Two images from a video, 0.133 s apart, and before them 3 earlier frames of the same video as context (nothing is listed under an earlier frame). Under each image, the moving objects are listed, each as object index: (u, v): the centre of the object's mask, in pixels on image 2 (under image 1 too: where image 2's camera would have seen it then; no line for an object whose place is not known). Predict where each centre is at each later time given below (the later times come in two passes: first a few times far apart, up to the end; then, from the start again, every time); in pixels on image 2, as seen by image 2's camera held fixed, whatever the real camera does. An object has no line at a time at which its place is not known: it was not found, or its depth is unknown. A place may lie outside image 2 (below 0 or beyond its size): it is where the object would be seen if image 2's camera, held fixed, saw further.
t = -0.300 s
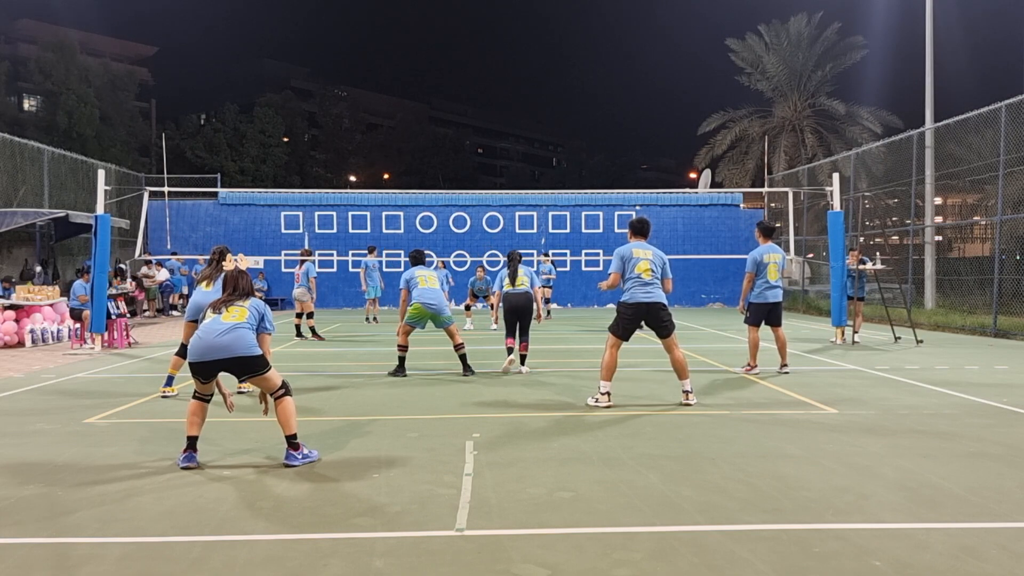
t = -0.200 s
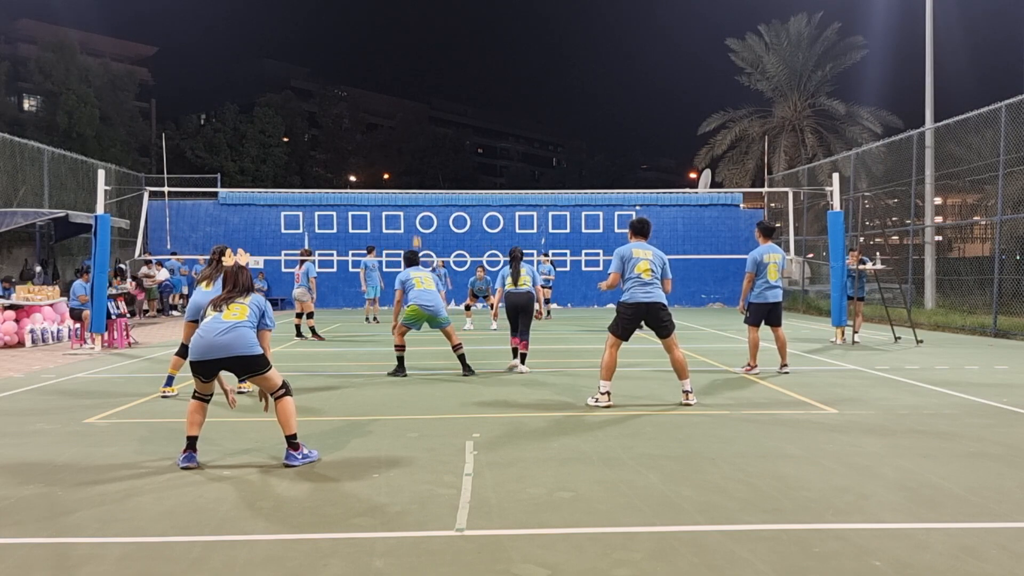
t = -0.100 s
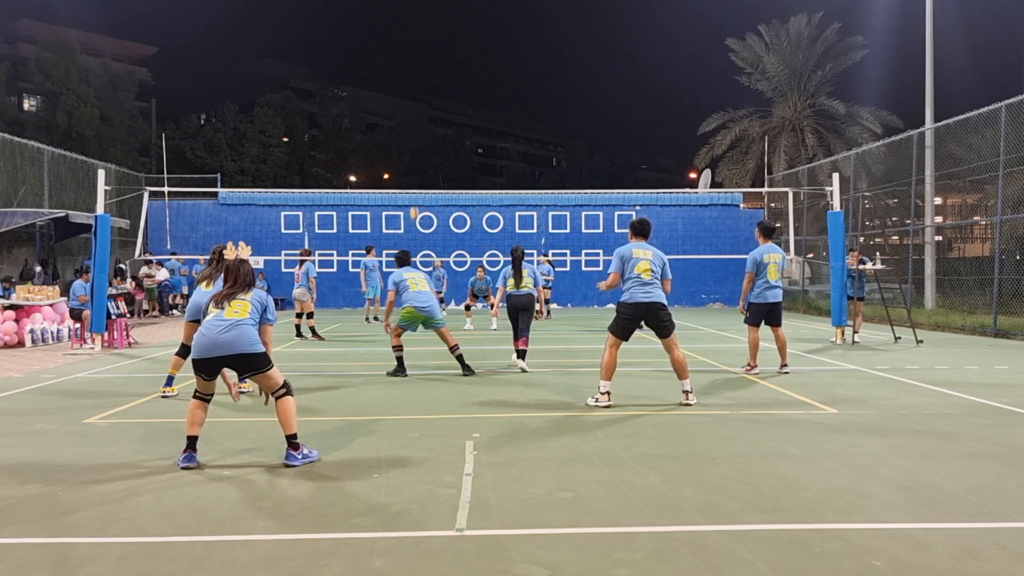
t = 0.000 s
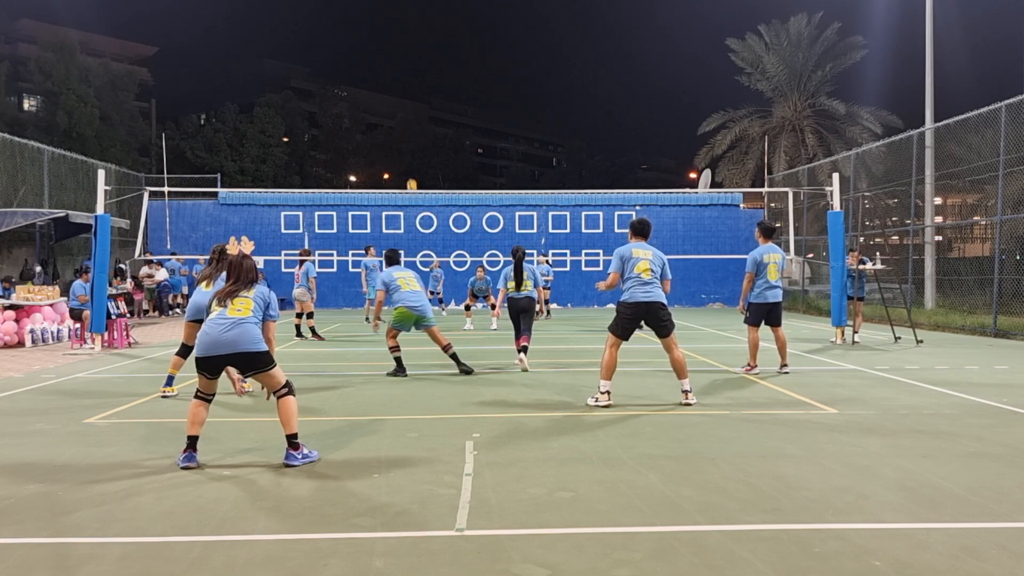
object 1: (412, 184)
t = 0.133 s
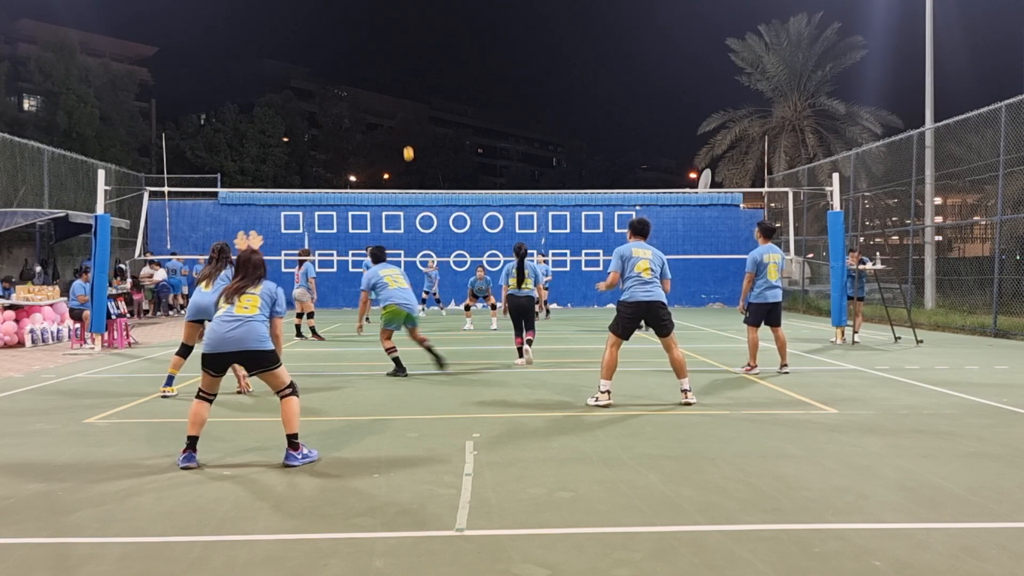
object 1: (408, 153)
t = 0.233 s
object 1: (405, 132)
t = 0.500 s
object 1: (397, 90)
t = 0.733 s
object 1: (388, 79)
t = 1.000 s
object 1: (376, 110)
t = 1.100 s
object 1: (370, 137)
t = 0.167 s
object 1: (407, 146)
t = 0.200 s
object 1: (406, 139)
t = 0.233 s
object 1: (405, 132)
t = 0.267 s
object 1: (404, 125)
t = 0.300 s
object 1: (404, 119)
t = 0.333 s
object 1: (402, 114)
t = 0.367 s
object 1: (402, 108)
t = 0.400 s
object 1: (401, 103)
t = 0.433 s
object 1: (400, 98)
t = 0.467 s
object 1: (399, 94)
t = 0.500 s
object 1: (397, 90)
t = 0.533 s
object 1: (396, 87)
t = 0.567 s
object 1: (395, 84)
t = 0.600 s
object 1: (394, 82)
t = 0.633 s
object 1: (392, 80)
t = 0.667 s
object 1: (391, 79)
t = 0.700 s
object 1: (390, 79)
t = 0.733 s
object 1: (388, 79)
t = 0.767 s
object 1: (387, 80)
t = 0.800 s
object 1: (386, 82)
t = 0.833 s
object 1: (384, 85)
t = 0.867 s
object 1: (383, 88)
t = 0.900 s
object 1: (381, 92)
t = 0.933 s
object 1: (380, 97)
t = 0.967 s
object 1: (378, 103)
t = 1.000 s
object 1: (376, 110)
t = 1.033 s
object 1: (374, 117)
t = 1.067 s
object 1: (372, 127)
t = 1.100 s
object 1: (370, 137)
